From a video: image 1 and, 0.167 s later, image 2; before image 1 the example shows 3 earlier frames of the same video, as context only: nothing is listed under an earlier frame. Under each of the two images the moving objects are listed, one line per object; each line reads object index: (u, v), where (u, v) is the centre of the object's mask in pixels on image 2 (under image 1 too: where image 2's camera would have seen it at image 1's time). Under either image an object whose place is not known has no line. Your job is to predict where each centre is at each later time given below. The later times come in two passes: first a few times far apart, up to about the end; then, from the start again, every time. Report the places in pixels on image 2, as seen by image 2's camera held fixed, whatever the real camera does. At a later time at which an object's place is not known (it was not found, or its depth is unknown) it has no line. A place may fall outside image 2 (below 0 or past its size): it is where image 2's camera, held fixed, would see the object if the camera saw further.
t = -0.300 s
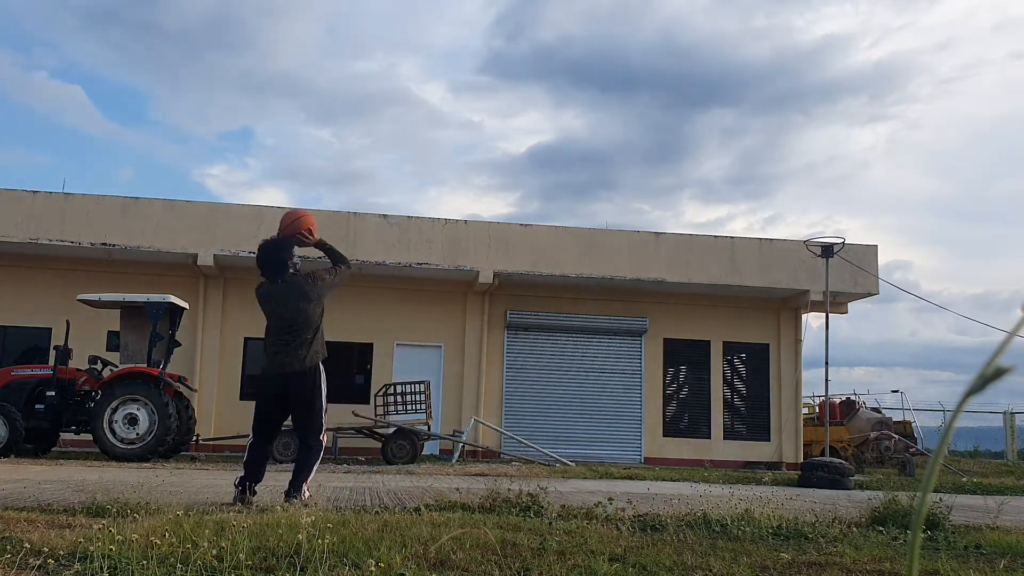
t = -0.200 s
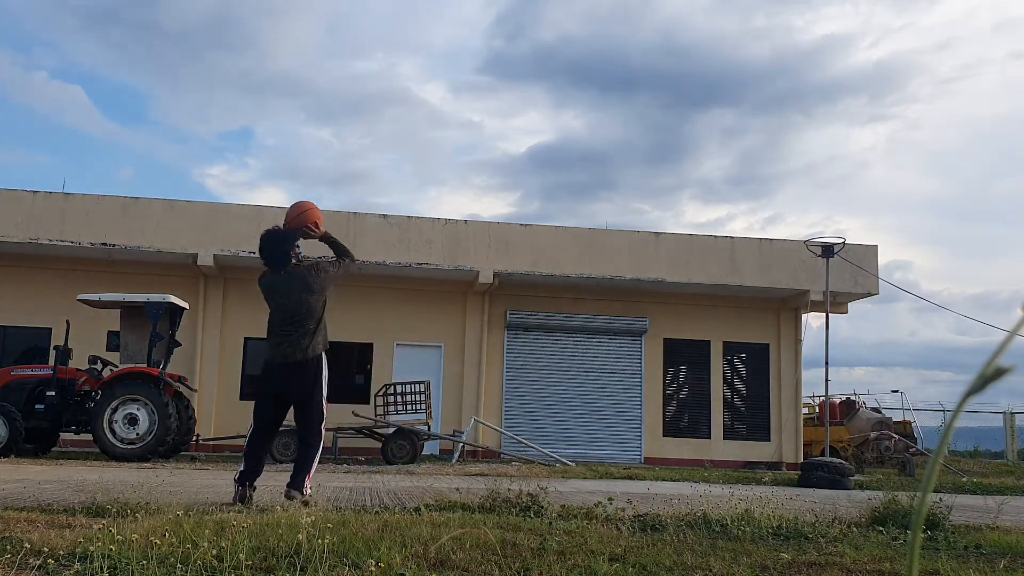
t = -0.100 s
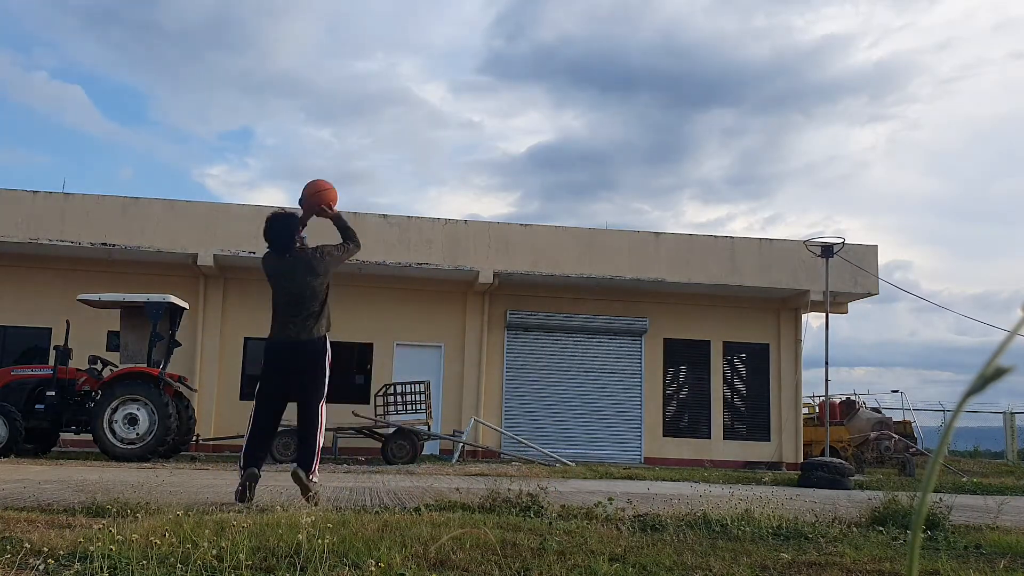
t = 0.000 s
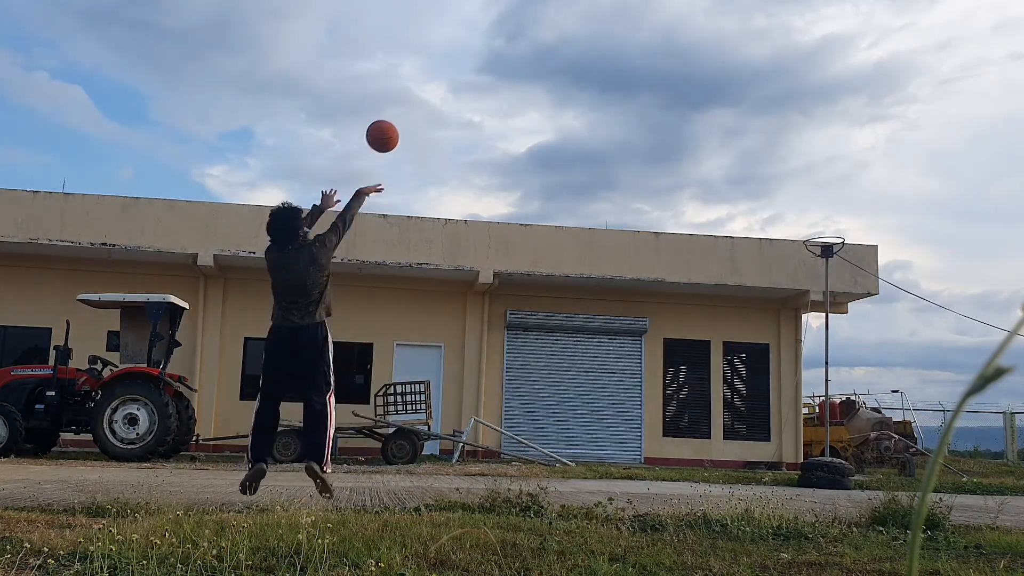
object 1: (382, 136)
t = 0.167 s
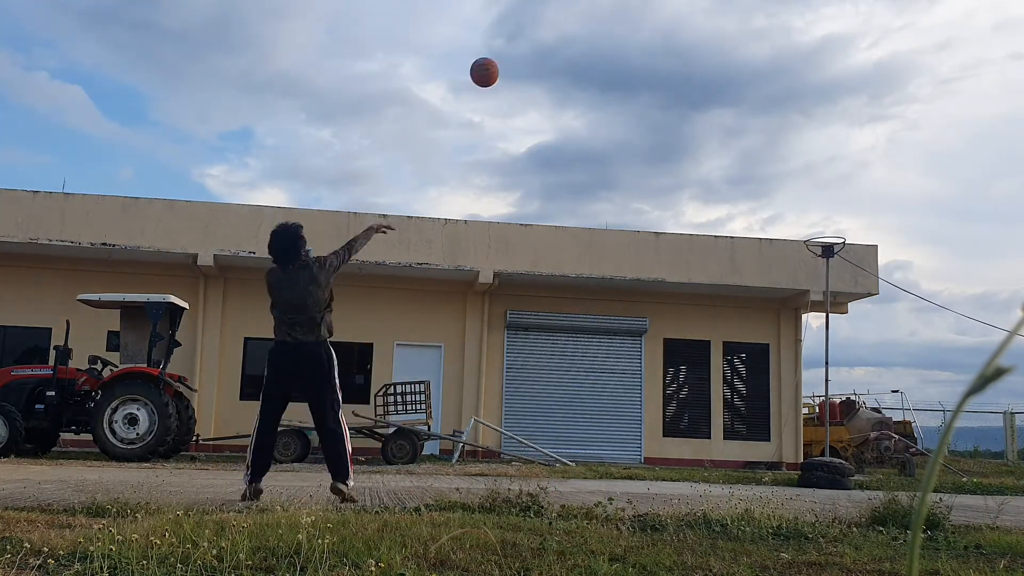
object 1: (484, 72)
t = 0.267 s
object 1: (535, 54)
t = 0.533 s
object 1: (642, 58)
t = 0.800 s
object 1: (725, 120)
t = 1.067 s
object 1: (792, 225)
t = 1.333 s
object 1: (743, 328)
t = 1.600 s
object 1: (684, 472)
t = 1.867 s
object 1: (646, 390)
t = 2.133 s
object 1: (611, 358)
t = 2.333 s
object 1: (585, 367)
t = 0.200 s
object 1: (502, 65)
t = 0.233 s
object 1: (518, 59)
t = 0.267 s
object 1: (535, 54)
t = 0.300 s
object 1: (550, 51)
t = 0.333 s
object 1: (565, 48)
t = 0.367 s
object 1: (579, 47)
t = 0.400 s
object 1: (592, 47)
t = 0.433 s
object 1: (605, 48)
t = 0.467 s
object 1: (618, 50)
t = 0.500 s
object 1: (630, 54)
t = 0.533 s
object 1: (642, 58)
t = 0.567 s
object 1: (653, 63)
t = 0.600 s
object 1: (665, 69)
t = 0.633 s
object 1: (675, 76)
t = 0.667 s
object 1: (686, 83)
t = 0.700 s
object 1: (696, 91)
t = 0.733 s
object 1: (705, 100)
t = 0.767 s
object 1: (715, 110)
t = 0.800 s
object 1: (725, 120)
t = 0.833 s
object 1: (734, 131)
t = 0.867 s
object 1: (743, 143)
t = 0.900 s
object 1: (751, 155)
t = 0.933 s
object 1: (760, 168)
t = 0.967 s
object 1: (768, 181)
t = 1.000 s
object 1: (776, 195)
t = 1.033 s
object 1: (784, 210)
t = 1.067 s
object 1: (792, 225)
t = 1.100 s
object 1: (799, 240)
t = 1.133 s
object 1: (793, 249)
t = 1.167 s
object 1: (784, 261)
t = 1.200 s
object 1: (776, 273)
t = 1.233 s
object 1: (767, 286)
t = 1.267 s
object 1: (762, 299)
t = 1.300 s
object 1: (752, 313)
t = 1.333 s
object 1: (743, 328)
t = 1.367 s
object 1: (735, 345)
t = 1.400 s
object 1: (727, 360)
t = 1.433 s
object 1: (720, 378)
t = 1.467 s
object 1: (712, 395)
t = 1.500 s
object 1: (705, 414)
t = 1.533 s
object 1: (698, 433)
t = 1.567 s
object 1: (690, 454)
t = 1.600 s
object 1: (684, 472)
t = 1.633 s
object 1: (679, 464)
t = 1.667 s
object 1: (674, 451)
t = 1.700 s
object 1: (669, 438)
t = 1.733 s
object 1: (665, 426)
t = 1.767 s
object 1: (660, 416)
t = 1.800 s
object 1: (656, 406)
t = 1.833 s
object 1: (650, 397)
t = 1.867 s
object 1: (646, 390)
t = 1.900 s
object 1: (641, 383)
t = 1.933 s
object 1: (637, 376)
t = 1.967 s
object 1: (633, 371)
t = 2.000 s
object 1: (629, 367)
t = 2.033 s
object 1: (624, 363)
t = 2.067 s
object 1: (620, 361)
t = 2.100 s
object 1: (615, 359)
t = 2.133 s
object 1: (611, 358)
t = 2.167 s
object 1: (607, 358)
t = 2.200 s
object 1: (603, 358)
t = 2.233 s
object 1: (598, 358)
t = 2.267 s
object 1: (593, 361)
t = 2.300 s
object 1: (589, 364)
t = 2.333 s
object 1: (585, 367)
